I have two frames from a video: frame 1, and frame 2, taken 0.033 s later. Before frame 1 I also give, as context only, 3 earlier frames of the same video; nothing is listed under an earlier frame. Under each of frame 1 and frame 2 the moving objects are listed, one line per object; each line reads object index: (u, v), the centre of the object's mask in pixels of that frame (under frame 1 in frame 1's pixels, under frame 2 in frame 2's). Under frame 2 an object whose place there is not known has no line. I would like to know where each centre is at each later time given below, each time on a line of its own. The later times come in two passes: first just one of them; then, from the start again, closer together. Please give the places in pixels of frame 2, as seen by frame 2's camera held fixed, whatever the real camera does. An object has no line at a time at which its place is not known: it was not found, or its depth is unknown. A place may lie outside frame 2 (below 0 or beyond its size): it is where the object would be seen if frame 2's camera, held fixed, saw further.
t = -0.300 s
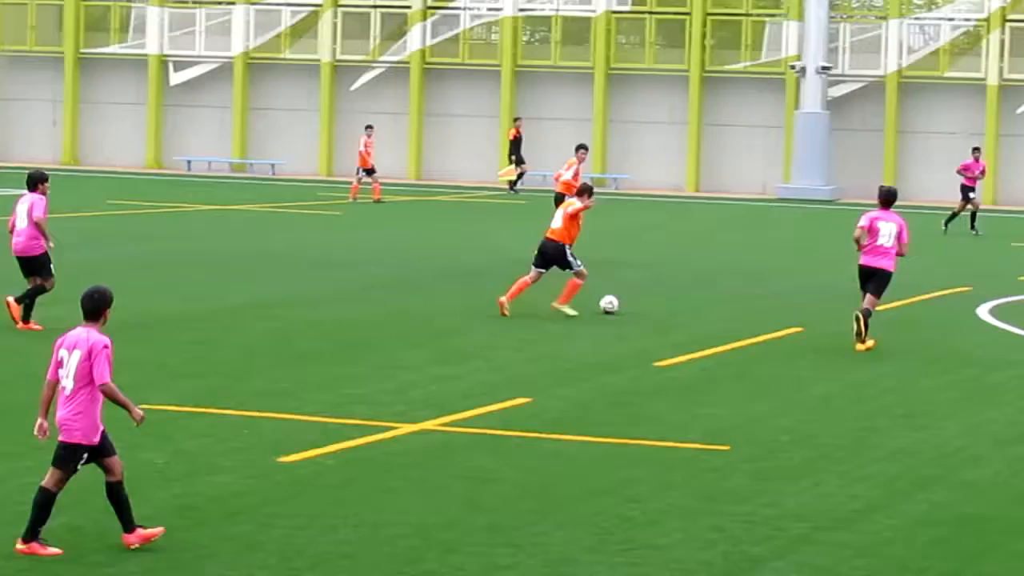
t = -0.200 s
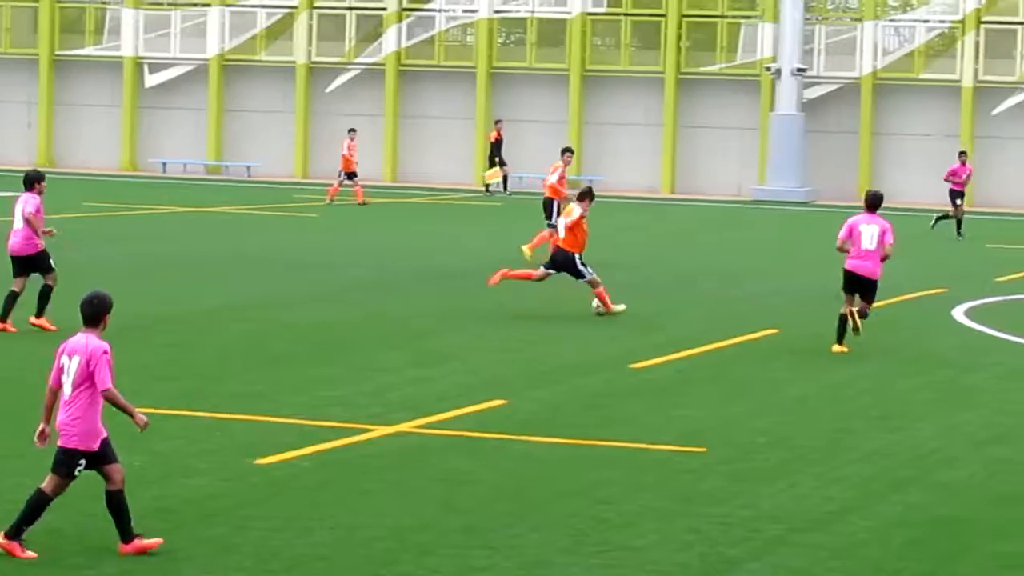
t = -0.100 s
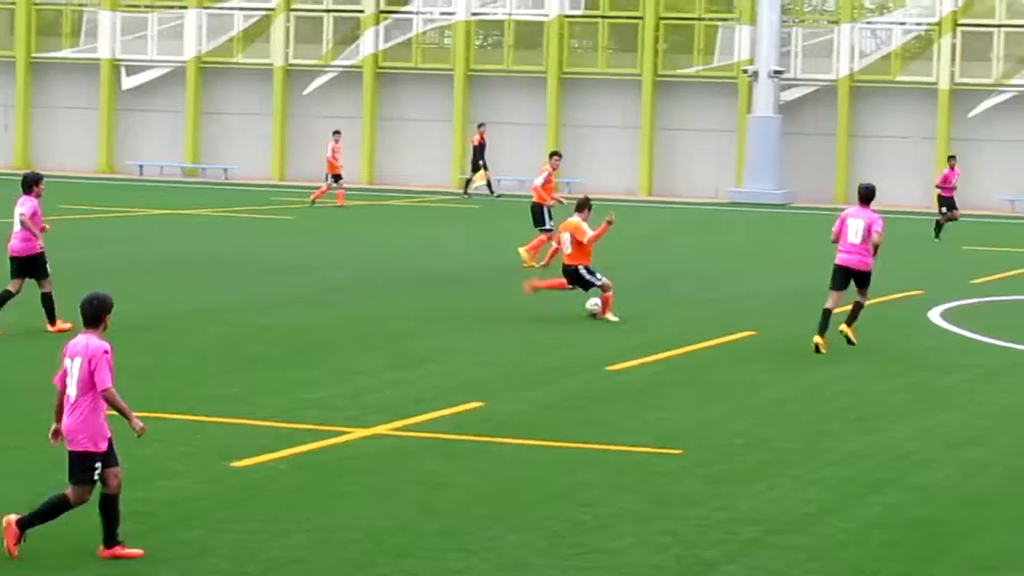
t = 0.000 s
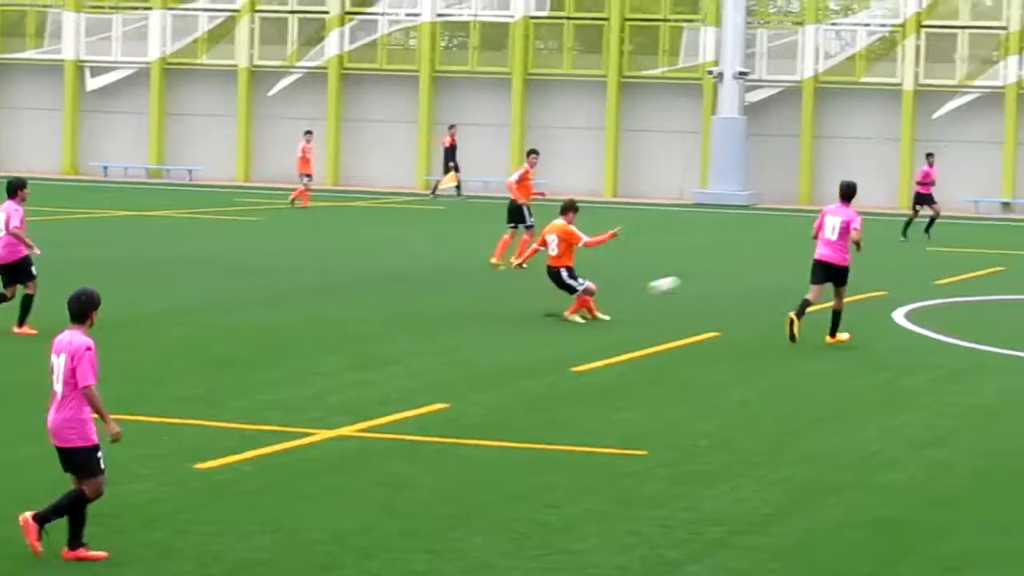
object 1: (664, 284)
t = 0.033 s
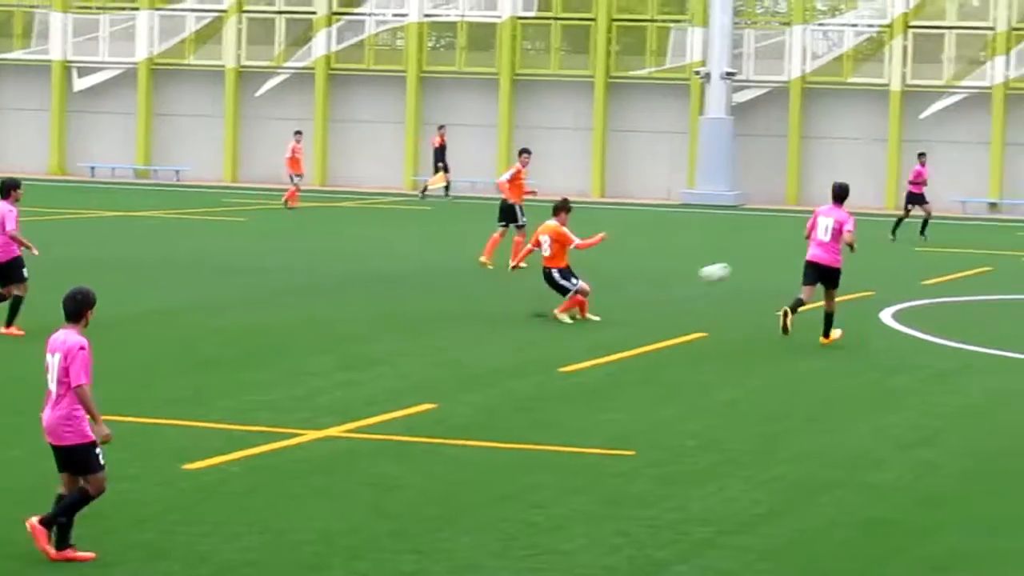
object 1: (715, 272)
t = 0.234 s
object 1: (1082, 194)
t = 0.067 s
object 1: (777, 258)
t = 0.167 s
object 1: (961, 219)
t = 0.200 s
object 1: (1023, 207)
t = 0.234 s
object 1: (1082, 194)
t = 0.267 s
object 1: (1148, 181)
